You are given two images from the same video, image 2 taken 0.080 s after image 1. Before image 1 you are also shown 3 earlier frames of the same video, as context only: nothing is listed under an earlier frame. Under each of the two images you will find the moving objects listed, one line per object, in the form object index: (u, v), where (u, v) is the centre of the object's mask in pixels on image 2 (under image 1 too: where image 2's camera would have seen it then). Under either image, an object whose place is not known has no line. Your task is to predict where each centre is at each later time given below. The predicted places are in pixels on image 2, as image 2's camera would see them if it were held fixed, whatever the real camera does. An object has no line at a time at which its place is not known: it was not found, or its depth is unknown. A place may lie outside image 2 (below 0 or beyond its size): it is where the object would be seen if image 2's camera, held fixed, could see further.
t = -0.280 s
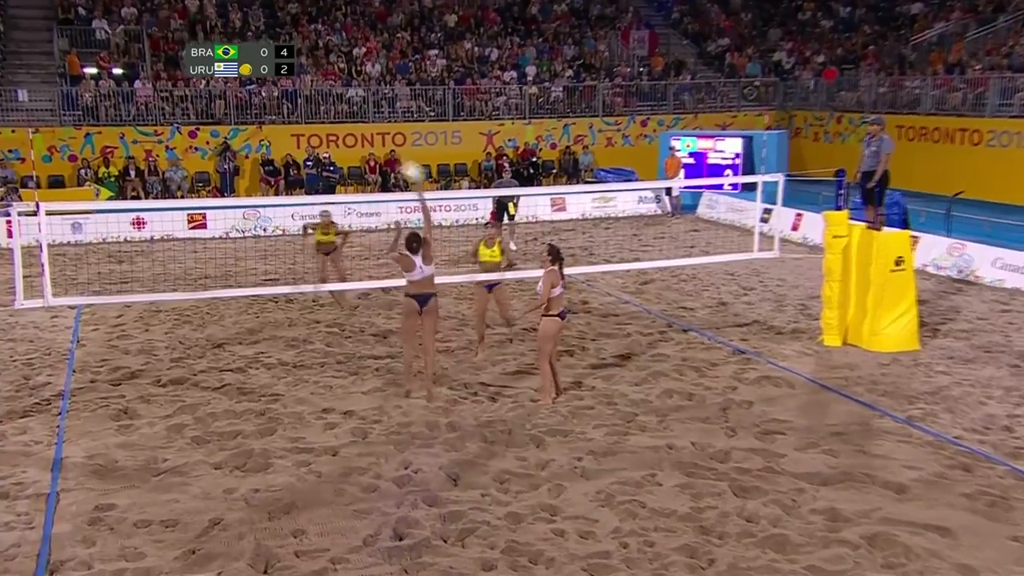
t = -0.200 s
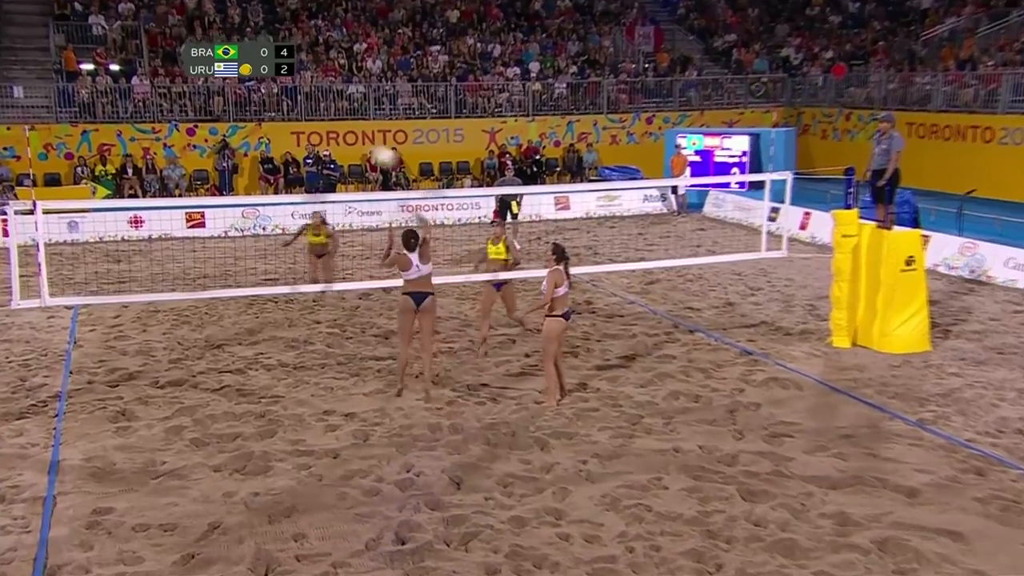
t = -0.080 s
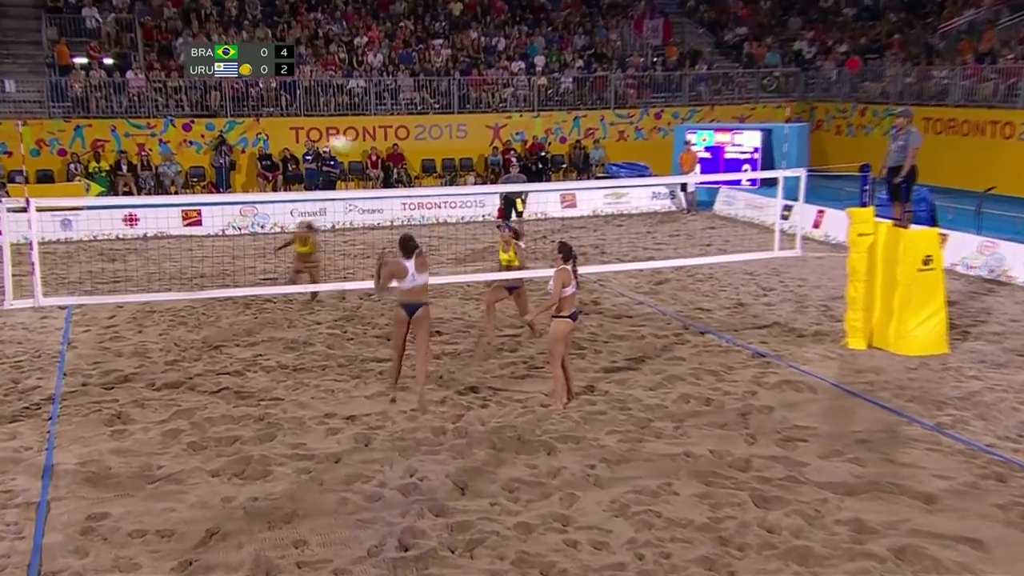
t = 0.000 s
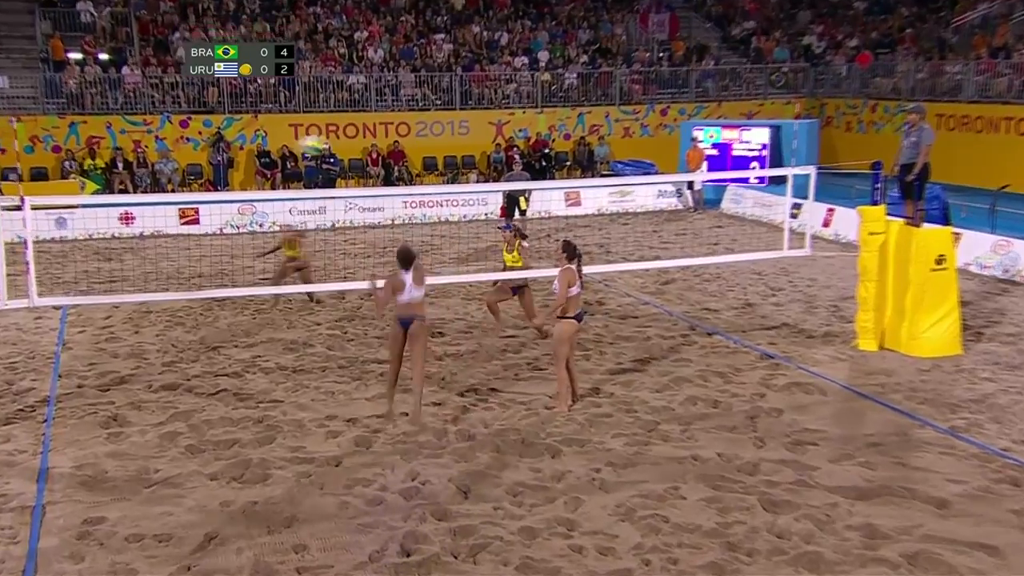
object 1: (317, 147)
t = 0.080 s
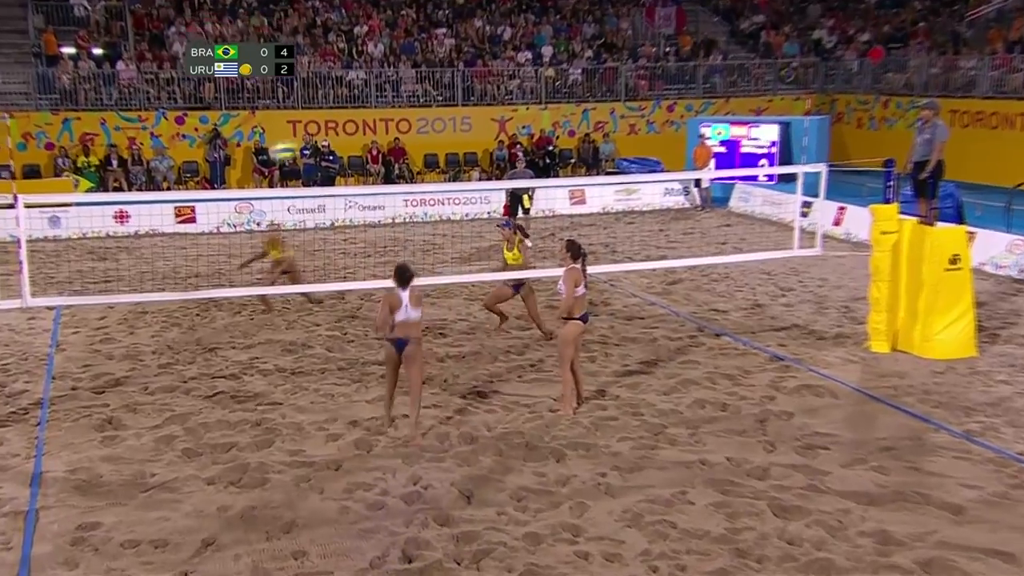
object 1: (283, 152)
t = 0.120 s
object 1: (267, 157)
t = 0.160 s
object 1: (253, 164)
